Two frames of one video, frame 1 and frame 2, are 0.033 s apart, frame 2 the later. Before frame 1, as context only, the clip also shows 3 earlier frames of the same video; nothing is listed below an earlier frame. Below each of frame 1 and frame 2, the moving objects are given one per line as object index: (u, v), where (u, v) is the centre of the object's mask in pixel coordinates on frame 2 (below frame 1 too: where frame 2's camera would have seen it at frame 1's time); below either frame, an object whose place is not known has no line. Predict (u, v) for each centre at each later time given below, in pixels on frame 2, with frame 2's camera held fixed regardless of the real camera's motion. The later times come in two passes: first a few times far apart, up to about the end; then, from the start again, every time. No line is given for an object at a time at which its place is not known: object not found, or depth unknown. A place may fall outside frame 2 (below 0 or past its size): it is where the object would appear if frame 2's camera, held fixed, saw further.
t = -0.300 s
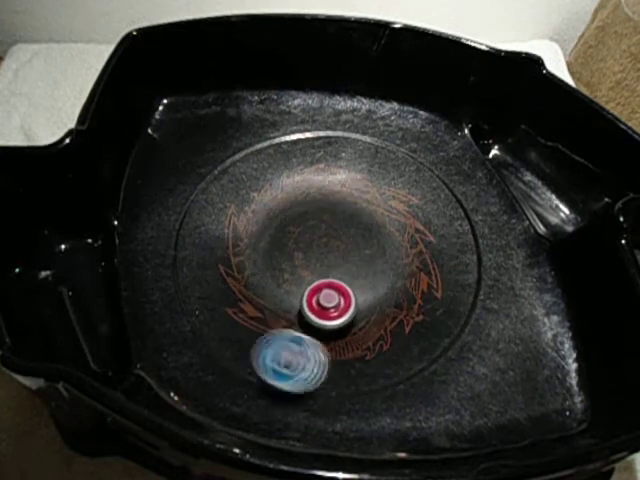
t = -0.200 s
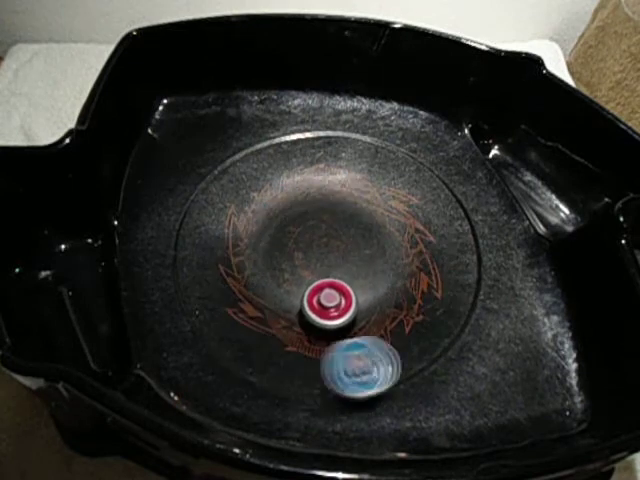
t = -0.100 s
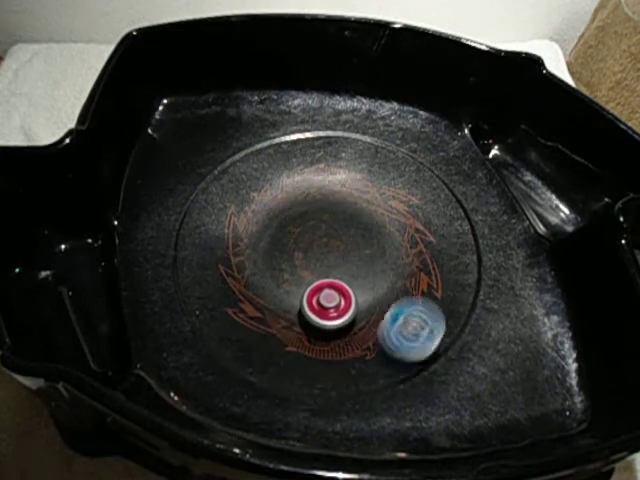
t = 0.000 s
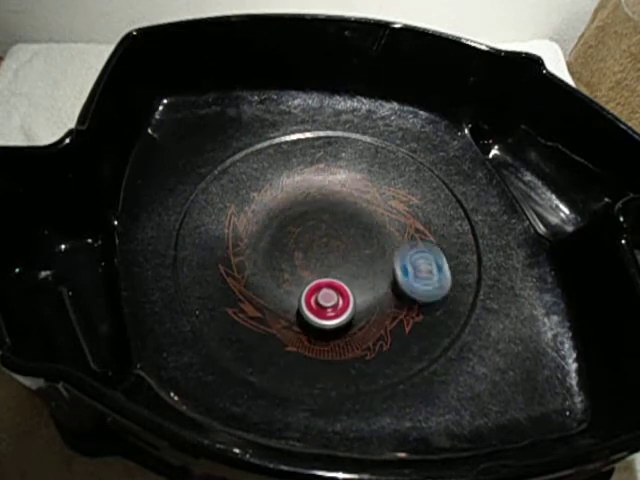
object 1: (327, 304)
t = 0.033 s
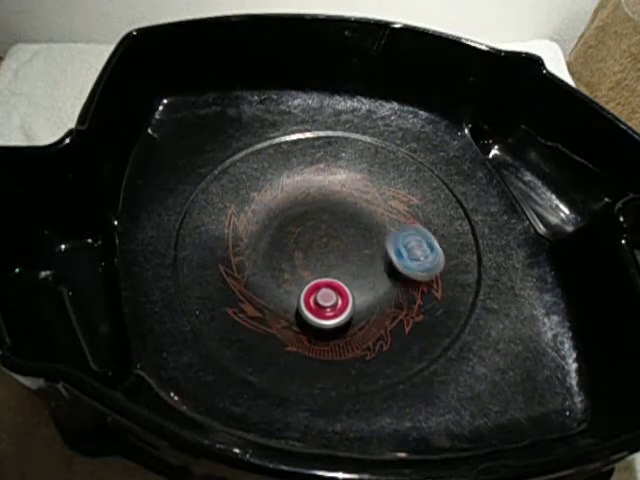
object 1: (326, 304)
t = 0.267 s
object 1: (318, 303)
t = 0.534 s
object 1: (311, 302)
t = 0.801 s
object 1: (302, 289)
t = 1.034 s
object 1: (269, 284)
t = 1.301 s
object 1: (277, 286)
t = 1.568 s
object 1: (281, 288)
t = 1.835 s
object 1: (360, 286)
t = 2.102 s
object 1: (366, 253)
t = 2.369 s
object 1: (374, 211)
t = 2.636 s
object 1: (344, 196)
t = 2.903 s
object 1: (338, 201)
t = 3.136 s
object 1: (339, 174)
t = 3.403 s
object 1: (295, 198)
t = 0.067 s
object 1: (324, 303)
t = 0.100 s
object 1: (323, 303)
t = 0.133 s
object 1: (322, 303)
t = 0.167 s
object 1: (320, 303)
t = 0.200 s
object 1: (319, 303)
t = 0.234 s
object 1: (319, 303)
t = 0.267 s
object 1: (318, 303)
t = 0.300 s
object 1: (317, 303)
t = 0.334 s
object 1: (317, 303)
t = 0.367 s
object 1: (316, 303)
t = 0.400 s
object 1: (315, 303)
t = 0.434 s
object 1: (314, 303)
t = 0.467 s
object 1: (313, 302)
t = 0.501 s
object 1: (312, 302)
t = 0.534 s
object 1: (311, 302)
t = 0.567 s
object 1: (310, 301)
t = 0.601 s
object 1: (308, 300)
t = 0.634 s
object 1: (307, 300)
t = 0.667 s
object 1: (306, 300)
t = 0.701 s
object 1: (305, 299)
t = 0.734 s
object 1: (304, 296)
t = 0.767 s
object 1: (304, 292)
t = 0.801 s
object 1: (302, 289)
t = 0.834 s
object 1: (299, 288)
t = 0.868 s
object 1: (294, 286)
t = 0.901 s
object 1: (289, 285)
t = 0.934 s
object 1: (283, 284)
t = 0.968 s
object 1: (276, 284)
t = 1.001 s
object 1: (272, 284)
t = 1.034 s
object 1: (269, 284)
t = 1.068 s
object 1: (268, 283)
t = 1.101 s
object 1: (269, 283)
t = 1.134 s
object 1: (270, 284)
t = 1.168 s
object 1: (272, 284)
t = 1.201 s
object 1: (274, 284)
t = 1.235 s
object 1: (275, 285)
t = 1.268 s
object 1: (276, 285)
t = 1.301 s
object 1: (277, 286)
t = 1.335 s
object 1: (278, 286)
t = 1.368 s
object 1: (279, 287)
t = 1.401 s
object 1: (279, 288)
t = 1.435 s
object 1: (279, 288)
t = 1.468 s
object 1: (280, 288)
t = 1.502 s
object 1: (280, 288)
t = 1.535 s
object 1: (280, 288)
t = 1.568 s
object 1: (281, 288)
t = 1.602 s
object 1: (288, 287)
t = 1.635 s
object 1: (305, 286)
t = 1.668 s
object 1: (321, 286)
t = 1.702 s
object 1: (334, 286)
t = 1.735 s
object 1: (345, 285)
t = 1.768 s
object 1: (353, 286)
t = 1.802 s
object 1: (358, 286)
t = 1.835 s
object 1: (360, 286)
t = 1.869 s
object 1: (361, 285)
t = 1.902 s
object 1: (361, 283)
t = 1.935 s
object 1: (360, 282)
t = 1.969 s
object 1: (359, 281)
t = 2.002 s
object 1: (358, 279)
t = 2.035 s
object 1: (359, 272)
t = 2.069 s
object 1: (363, 261)
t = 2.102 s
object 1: (366, 253)
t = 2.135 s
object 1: (369, 246)
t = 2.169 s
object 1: (372, 239)
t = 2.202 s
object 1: (374, 233)
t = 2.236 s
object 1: (375, 229)
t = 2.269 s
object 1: (376, 224)
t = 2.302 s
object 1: (377, 220)
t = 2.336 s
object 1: (376, 215)
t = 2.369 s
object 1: (374, 211)
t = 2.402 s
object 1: (371, 207)
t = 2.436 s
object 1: (367, 203)
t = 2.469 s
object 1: (362, 199)
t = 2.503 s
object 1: (357, 197)
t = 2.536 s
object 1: (353, 196)
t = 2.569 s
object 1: (349, 196)
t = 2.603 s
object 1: (346, 195)
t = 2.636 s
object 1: (344, 196)
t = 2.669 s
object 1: (342, 196)
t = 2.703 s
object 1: (340, 197)
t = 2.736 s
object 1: (339, 198)
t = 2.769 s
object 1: (338, 199)
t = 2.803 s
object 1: (337, 200)
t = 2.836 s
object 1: (337, 200)
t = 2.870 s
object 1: (337, 201)
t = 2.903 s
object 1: (338, 201)
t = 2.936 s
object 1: (339, 201)
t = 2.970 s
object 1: (343, 189)
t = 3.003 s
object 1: (347, 178)
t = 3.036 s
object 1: (349, 172)
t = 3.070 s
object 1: (348, 171)
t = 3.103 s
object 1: (345, 170)
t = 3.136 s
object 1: (339, 174)
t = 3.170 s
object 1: (331, 178)
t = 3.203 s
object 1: (324, 183)
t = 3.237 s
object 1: (317, 187)
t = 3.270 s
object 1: (310, 187)
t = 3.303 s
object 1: (304, 189)
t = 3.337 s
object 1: (300, 191)
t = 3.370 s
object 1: (297, 194)
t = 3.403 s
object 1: (295, 198)
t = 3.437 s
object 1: (294, 202)
